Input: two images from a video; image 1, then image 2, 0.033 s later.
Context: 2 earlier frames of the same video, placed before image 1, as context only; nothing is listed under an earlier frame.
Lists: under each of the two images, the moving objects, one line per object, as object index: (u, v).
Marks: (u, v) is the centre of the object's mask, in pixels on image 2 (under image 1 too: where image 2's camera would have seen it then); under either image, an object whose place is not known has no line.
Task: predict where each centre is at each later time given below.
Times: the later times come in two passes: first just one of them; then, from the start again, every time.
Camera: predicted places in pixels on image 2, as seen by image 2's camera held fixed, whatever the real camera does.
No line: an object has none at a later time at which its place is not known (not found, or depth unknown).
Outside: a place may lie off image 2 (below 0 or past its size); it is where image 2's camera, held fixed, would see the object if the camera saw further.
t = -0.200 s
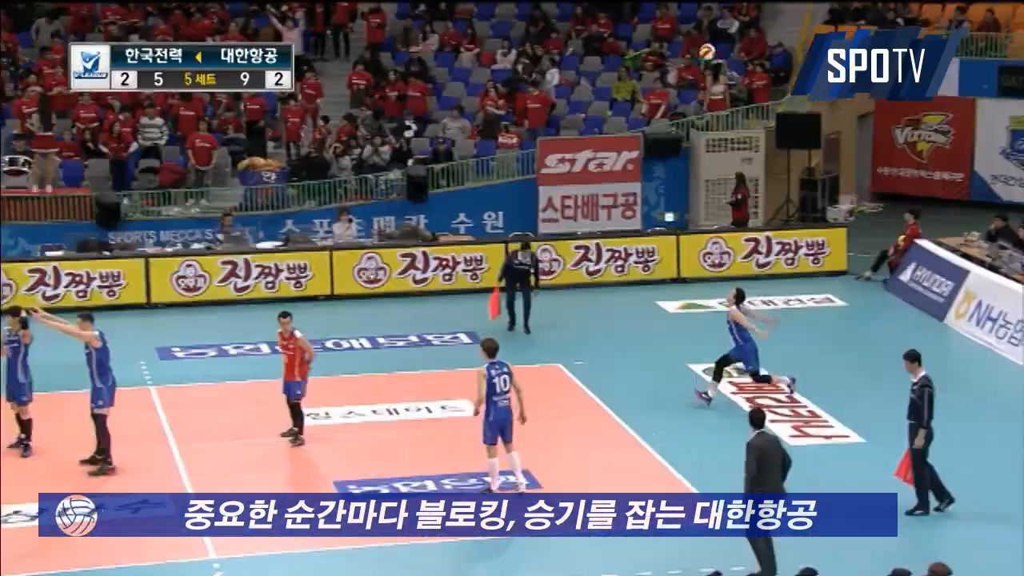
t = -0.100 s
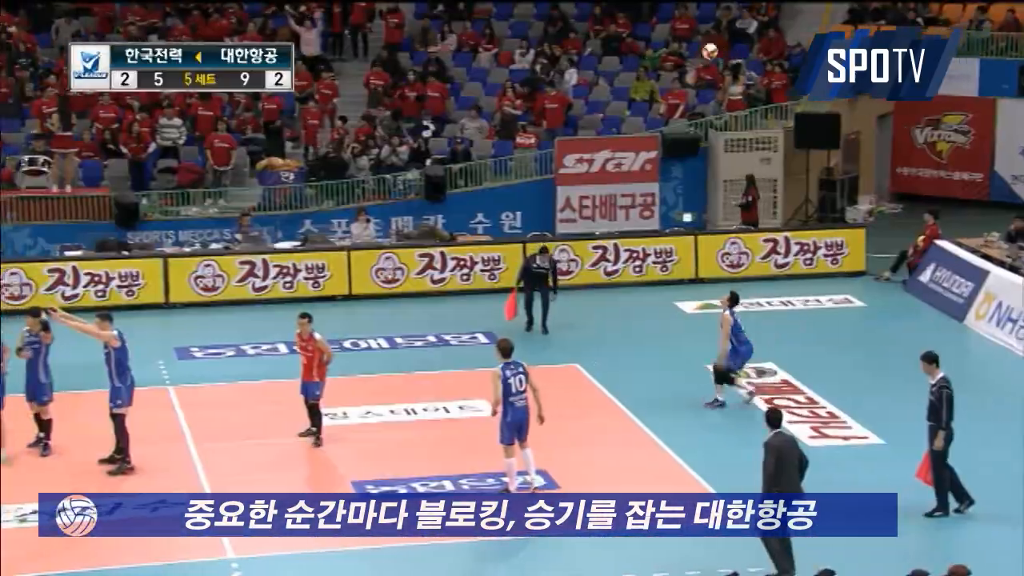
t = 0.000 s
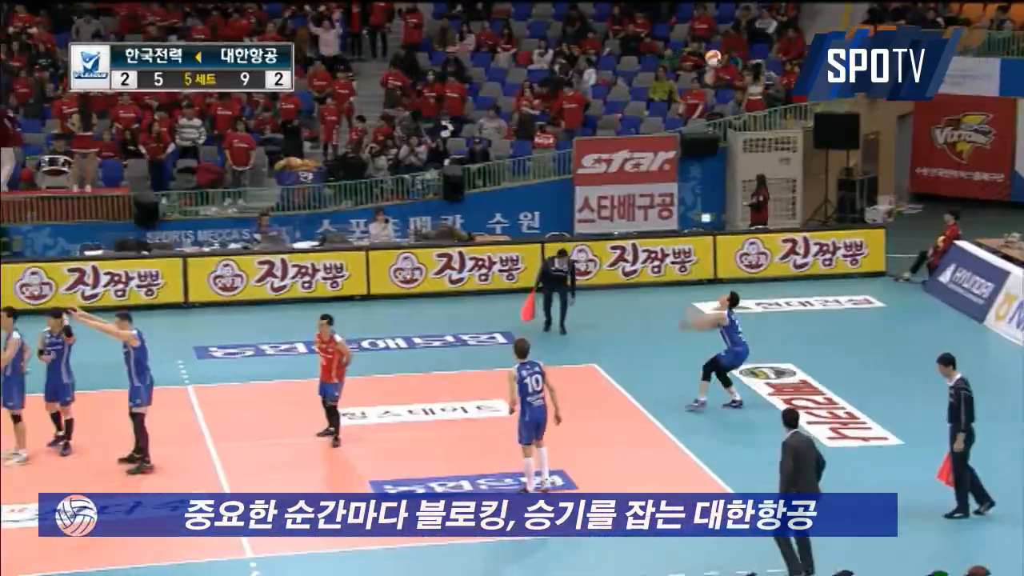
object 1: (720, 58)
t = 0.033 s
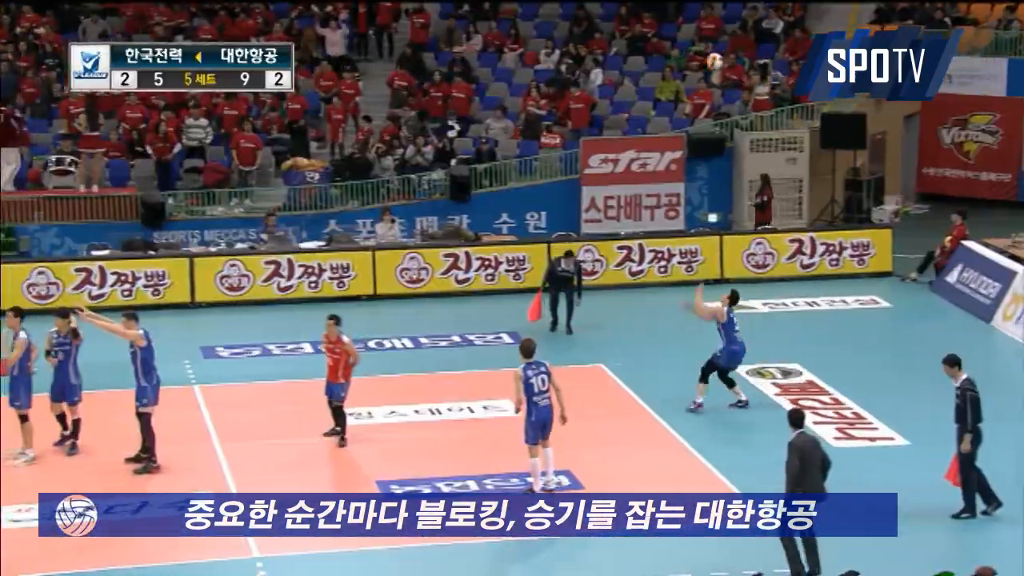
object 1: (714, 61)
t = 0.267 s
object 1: (678, 109)
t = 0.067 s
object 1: (709, 65)
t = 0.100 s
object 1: (703, 71)
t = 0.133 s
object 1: (698, 77)
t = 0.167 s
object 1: (693, 84)
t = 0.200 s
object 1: (688, 92)
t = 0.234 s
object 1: (683, 101)
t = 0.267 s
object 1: (678, 109)
